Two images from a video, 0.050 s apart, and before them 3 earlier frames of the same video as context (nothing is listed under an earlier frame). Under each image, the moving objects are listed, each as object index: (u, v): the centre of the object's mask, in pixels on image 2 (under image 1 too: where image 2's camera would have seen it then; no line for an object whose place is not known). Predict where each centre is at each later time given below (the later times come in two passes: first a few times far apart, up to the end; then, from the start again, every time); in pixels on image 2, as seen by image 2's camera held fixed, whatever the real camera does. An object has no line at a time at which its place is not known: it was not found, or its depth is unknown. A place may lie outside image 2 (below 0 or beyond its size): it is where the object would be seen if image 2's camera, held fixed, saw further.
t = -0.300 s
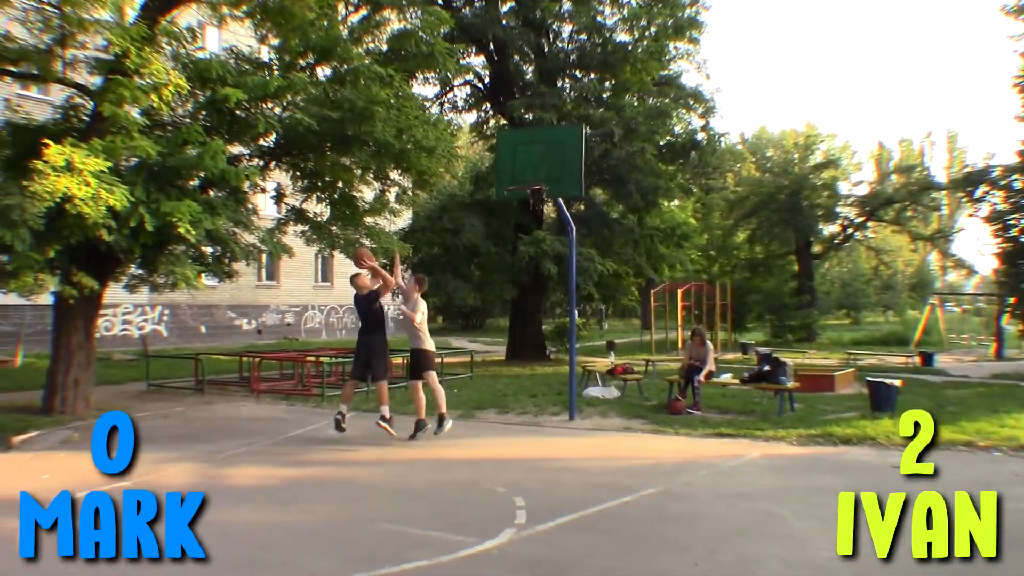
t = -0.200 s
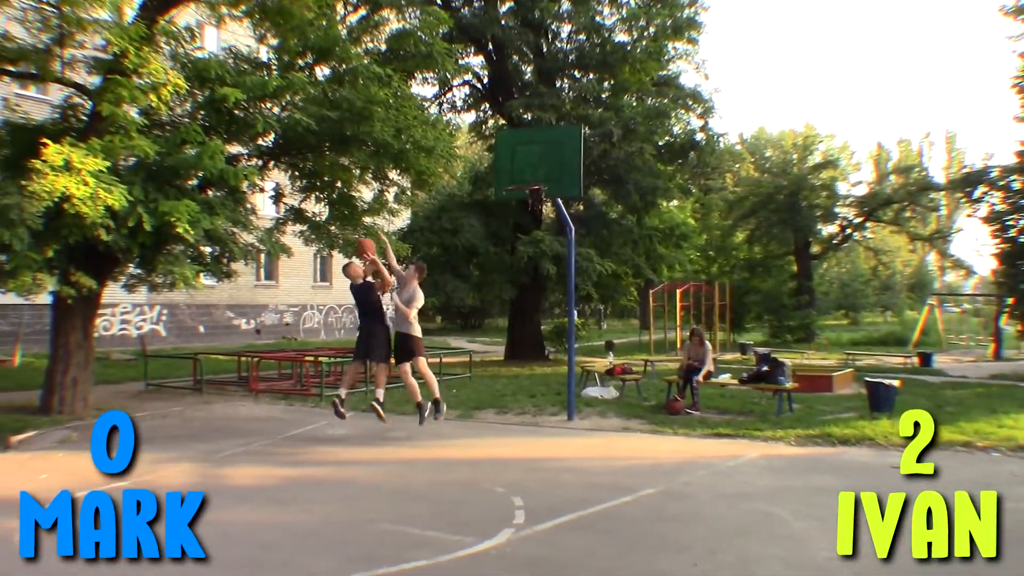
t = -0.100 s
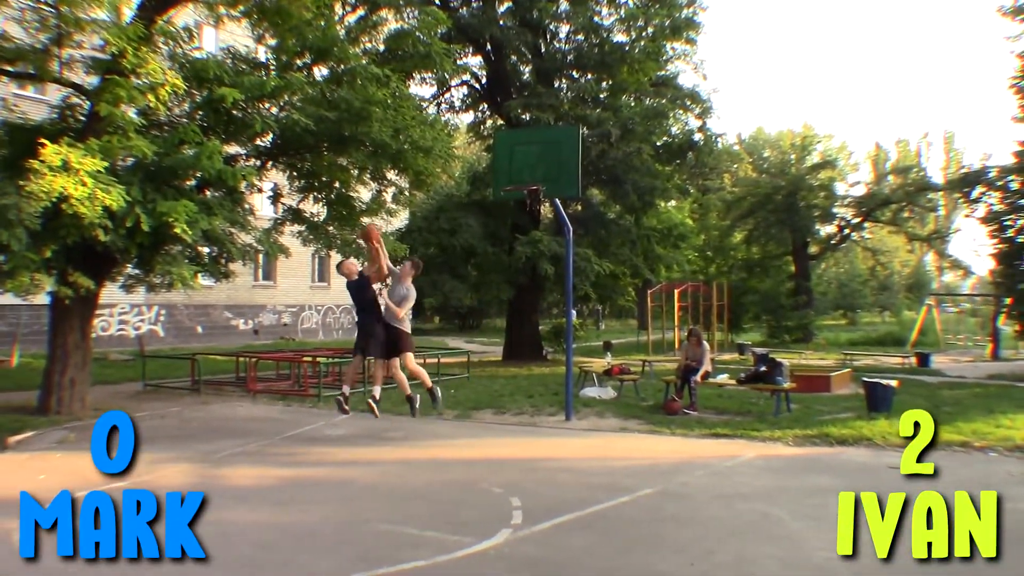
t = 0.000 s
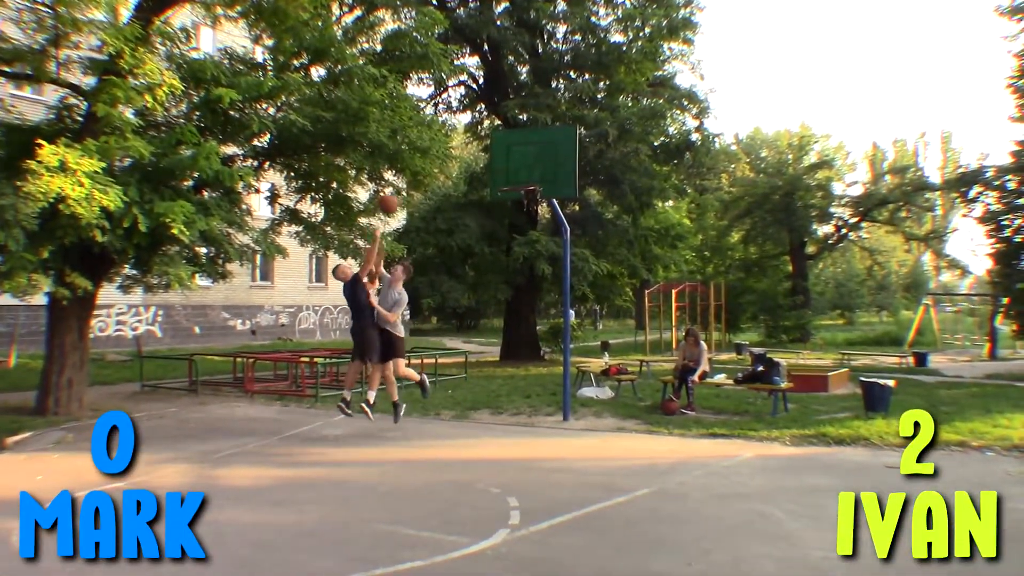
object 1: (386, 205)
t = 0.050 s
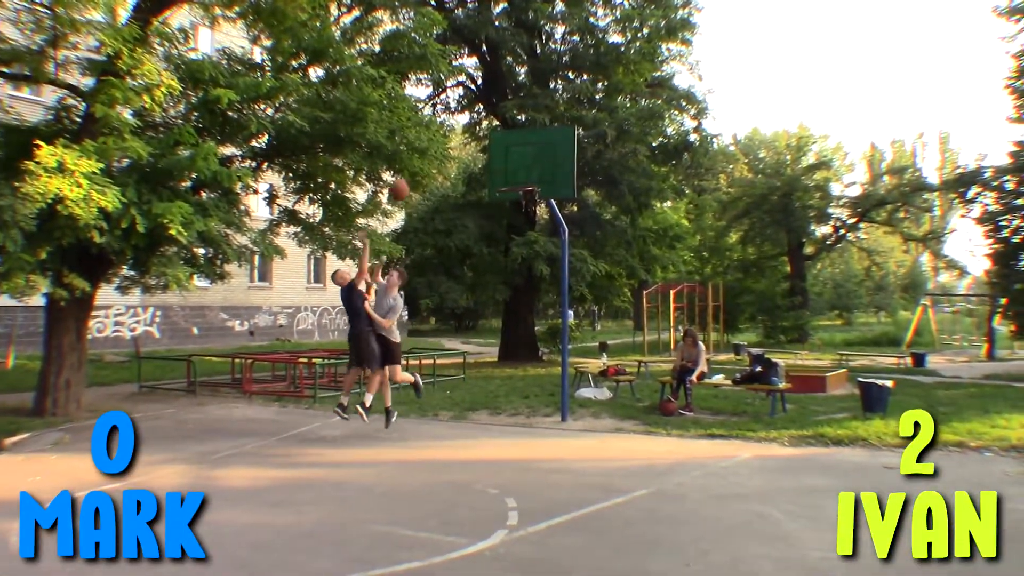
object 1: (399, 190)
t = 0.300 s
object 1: (457, 153)
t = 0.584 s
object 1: (521, 173)
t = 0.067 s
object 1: (402, 186)
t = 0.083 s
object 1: (406, 182)
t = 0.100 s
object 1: (411, 178)
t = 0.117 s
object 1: (415, 175)
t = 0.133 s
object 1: (421, 171)
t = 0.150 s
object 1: (423, 169)
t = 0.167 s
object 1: (427, 166)
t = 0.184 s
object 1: (430, 163)
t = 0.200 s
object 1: (434, 161)
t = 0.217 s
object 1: (438, 159)
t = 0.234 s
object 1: (442, 158)
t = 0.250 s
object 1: (446, 156)
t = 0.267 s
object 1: (450, 154)
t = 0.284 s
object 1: (453, 153)
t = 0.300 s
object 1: (457, 153)
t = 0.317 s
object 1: (461, 152)
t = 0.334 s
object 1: (465, 152)
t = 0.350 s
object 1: (468, 152)
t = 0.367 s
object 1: (472, 152)
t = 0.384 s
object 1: (476, 152)
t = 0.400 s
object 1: (480, 153)
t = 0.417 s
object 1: (484, 153)
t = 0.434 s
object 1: (487, 155)
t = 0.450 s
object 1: (491, 156)
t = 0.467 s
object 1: (495, 157)
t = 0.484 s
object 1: (498, 158)
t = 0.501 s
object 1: (503, 160)
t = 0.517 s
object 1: (506, 163)
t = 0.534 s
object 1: (509, 165)
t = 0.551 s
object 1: (512, 167)
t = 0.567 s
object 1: (516, 170)
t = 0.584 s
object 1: (521, 173)
